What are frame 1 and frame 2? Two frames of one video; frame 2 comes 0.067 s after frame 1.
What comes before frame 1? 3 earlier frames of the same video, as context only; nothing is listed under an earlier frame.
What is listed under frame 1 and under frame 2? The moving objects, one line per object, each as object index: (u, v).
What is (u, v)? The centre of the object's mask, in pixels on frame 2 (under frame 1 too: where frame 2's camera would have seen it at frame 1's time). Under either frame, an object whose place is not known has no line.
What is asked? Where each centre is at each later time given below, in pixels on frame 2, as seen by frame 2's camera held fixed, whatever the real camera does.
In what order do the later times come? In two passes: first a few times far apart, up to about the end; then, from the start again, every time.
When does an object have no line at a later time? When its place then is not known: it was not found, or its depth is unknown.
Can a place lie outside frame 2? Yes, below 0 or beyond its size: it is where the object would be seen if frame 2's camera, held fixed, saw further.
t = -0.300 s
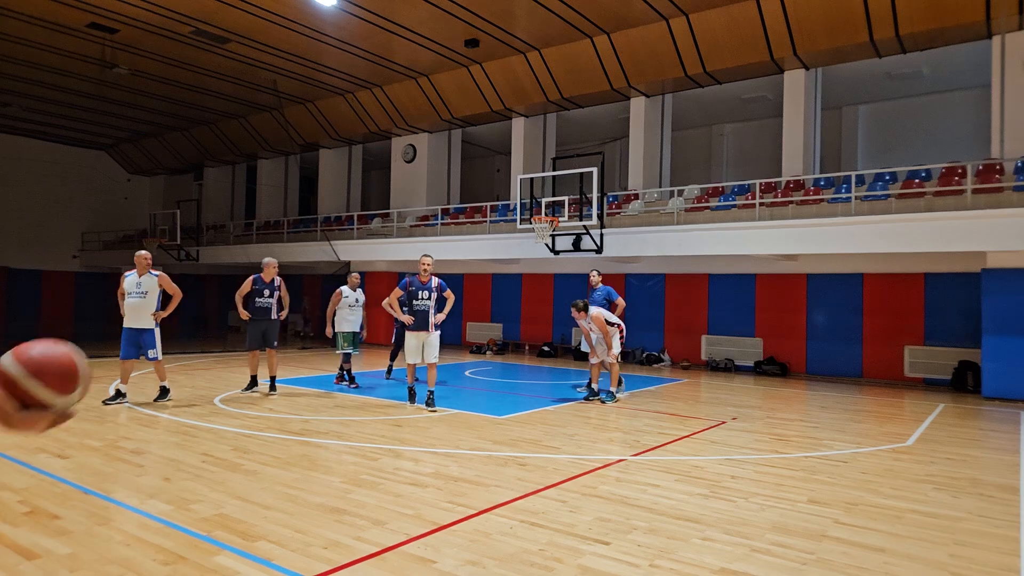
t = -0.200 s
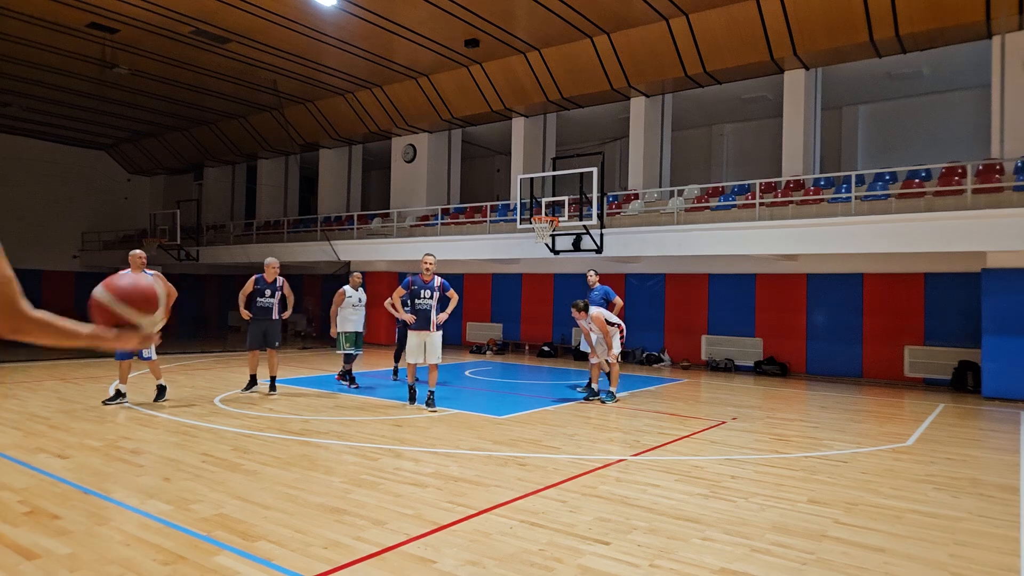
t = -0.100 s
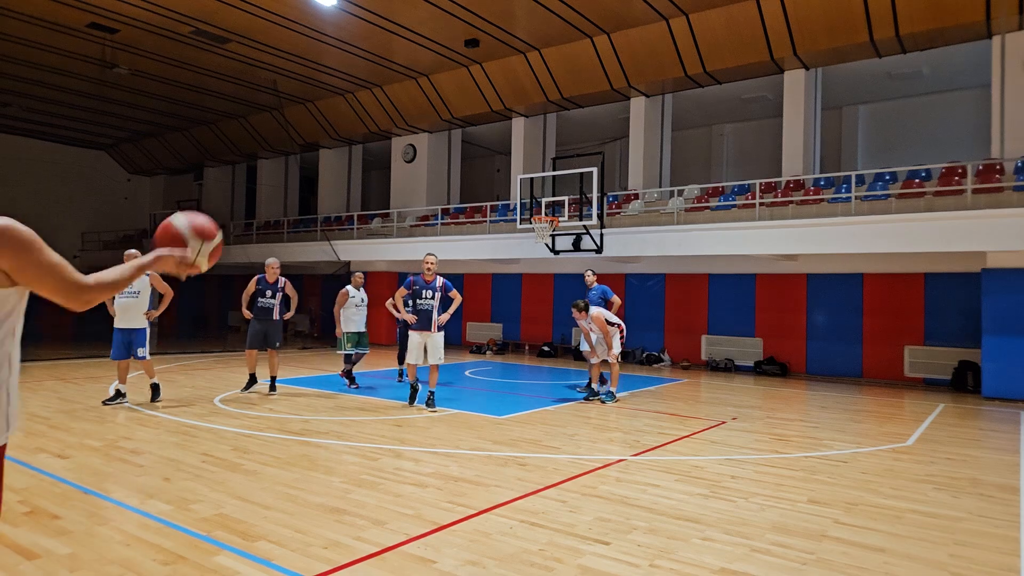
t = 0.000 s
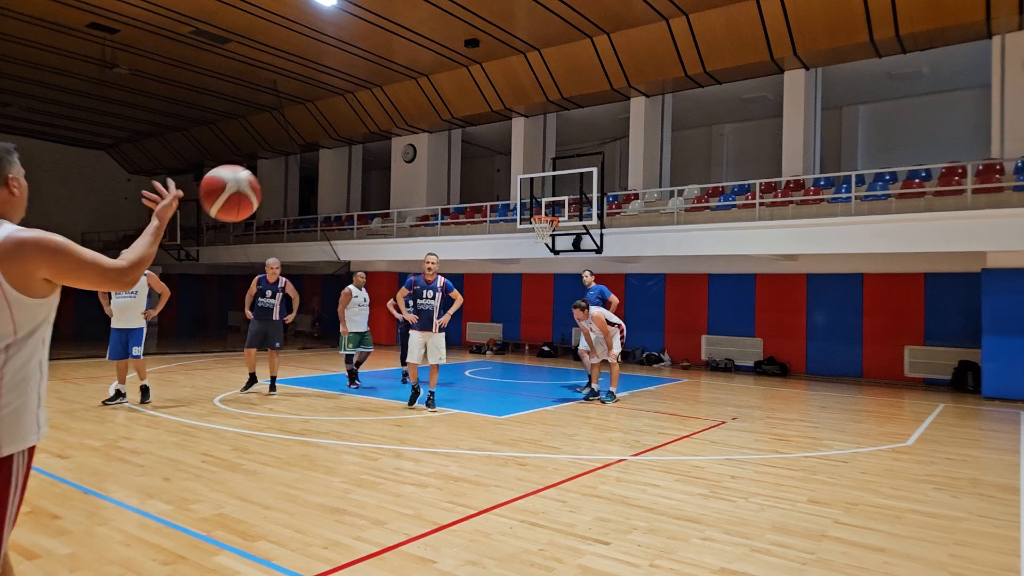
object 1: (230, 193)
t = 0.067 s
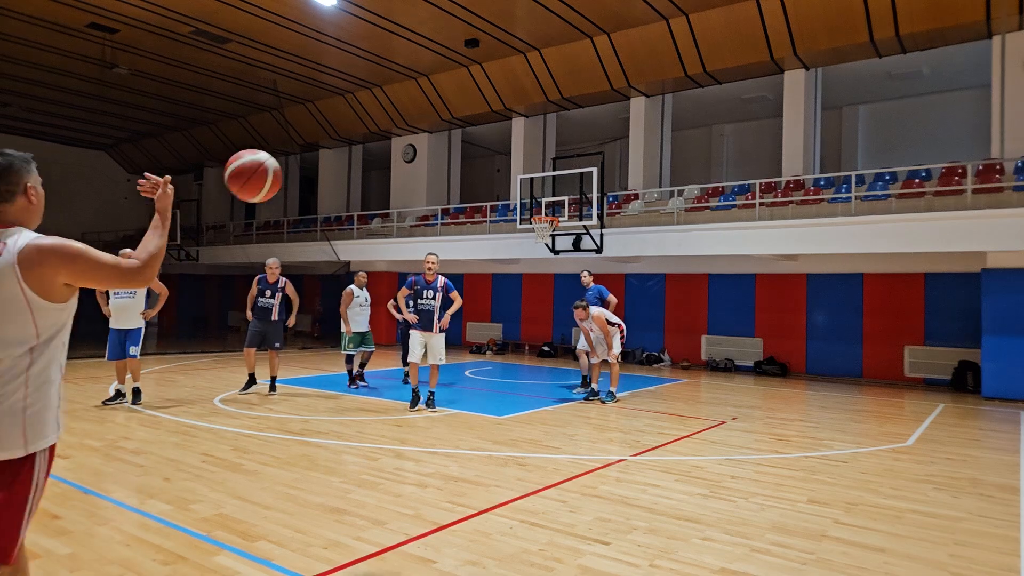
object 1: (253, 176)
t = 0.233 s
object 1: (299, 175)
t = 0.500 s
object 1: (350, 263)
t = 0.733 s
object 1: (378, 394)
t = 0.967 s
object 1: (403, 385)
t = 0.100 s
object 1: (263, 171)
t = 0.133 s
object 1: (273, 169)
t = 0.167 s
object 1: (282, 169)
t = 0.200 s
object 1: (291, 171)
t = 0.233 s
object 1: (299, 175)
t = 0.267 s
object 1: (307, 180)
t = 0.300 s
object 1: (314, 188)
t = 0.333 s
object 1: (321, 197)
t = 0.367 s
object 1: (328, 208)
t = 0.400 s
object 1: (334, 219)
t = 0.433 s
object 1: (339, 232)
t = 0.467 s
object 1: (345, 247)
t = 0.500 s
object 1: (350, 263)
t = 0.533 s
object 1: (354, 278)
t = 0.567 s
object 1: (359, 295)
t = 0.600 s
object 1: (363, 313)
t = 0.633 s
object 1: (367, 333)
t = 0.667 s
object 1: (371, 352)
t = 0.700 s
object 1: (375, 373)
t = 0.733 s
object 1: (378, 394)
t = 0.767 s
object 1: (381, 417)
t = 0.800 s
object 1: (384, 440)
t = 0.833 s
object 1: (387, 463)
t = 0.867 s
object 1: (391, 441)
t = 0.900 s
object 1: (395, 422)
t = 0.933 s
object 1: (399, 402)
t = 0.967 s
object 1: (403, 385)
